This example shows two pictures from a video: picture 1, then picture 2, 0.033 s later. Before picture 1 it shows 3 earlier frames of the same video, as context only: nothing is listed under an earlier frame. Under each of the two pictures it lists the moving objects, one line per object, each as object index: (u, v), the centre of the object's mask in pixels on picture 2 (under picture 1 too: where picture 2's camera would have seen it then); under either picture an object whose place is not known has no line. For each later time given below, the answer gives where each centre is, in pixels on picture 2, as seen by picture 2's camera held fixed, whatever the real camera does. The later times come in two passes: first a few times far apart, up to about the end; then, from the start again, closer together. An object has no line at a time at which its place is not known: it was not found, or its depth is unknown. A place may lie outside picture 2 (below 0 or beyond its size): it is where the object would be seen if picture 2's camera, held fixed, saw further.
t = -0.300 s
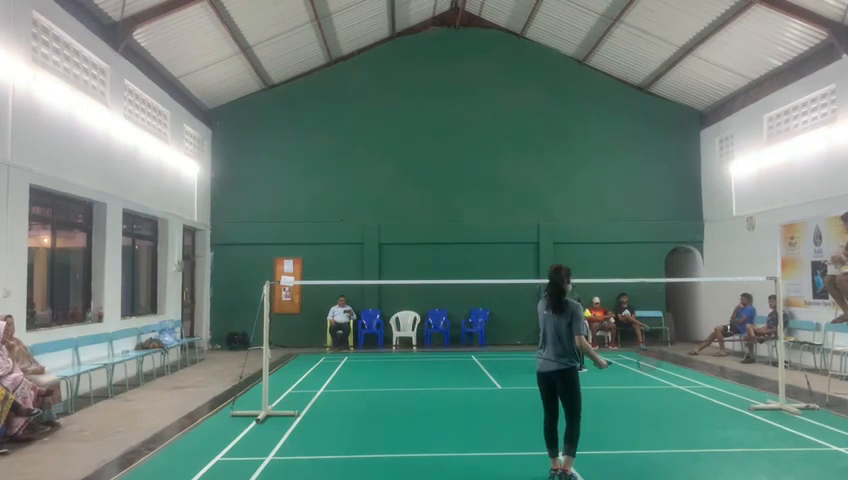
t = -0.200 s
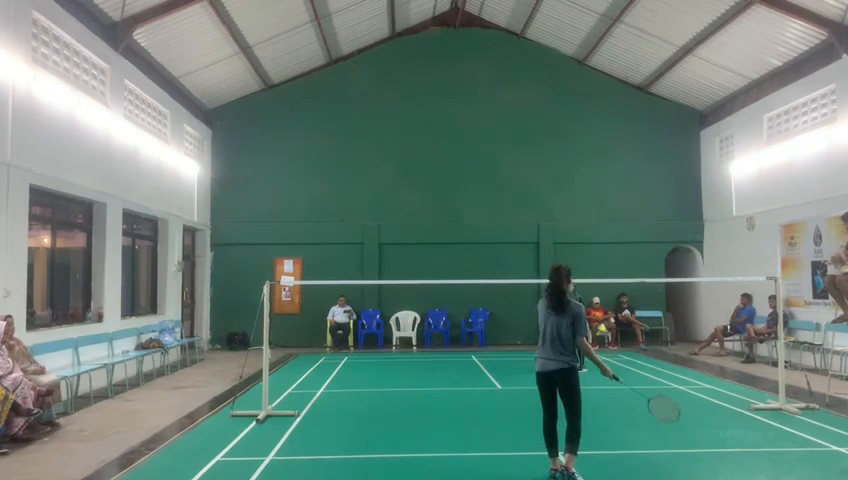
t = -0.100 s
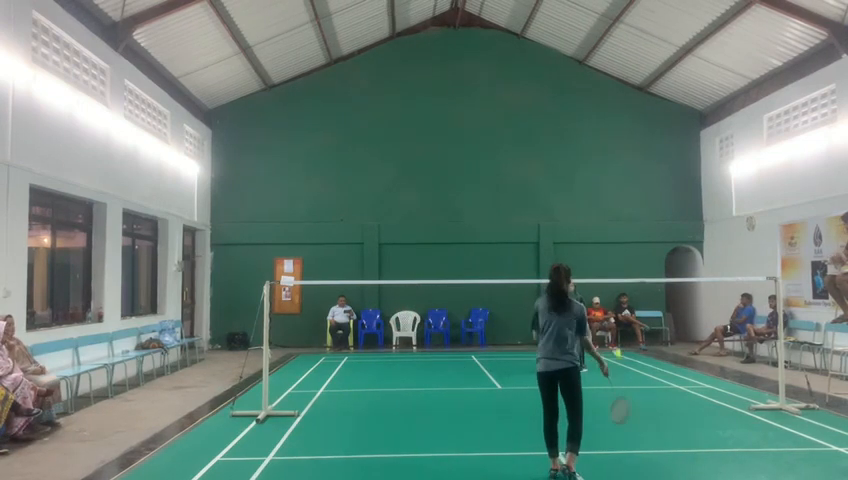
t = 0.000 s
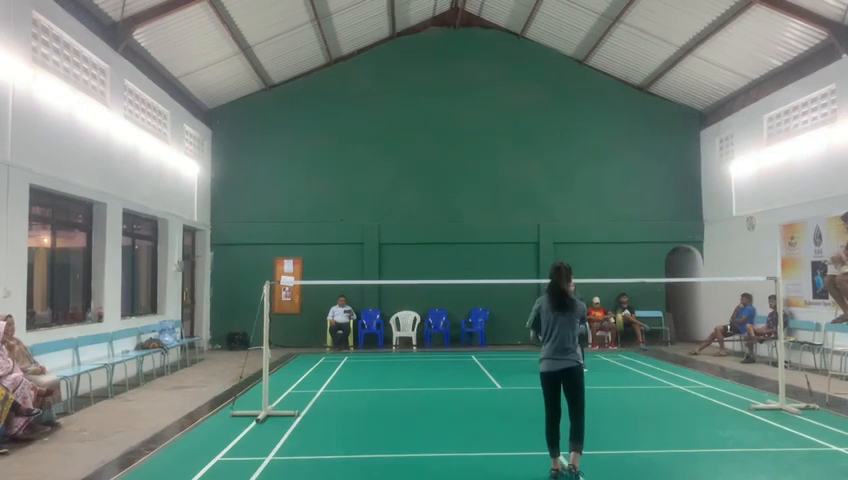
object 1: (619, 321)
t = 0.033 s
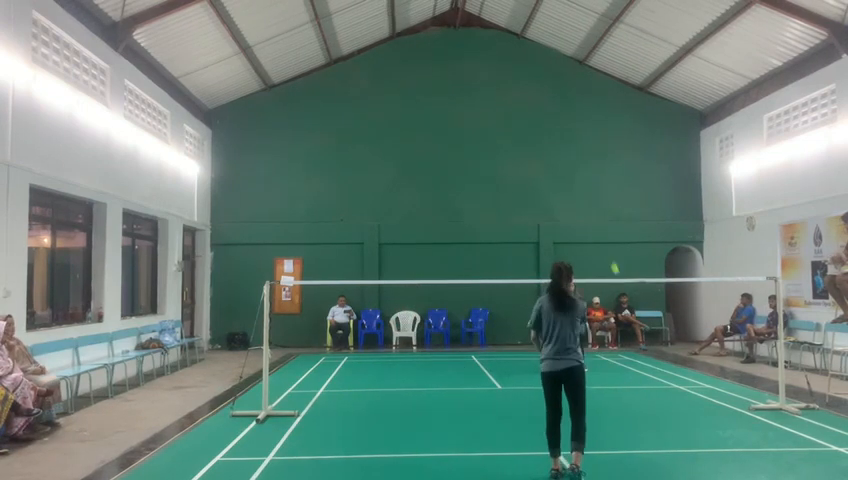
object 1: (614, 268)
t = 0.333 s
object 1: (587, 135)
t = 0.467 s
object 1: (583, 127)
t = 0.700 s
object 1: (580, 138)
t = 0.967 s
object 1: (579, 179)
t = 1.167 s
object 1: (580, 221)
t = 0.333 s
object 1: (587, 135)
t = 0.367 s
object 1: (586, 131)
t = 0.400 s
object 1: (585, 129)
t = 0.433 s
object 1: (584, 127)
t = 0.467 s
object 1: (583, 127)
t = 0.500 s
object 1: (582, 127)
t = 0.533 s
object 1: (582, 127)
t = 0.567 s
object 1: (581, 128)
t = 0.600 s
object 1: (581, 130)
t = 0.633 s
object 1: (580, 132)
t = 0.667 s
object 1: (580, 135)
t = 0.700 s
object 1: (580, 138)
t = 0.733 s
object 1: (579, 142)
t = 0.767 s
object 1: (579, 146)
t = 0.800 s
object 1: (579, 151)
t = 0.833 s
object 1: (579, 156)
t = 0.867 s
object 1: (579, 161)
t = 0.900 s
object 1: (579, 167)
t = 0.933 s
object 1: (579, 172)
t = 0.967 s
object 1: (579, 179)
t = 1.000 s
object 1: (579, 185)
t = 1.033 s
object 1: (579, 192)
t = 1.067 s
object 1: (579, 199)
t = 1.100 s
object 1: (580, 206)
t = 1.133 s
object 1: (580, 213)
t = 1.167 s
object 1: (580, 221)
